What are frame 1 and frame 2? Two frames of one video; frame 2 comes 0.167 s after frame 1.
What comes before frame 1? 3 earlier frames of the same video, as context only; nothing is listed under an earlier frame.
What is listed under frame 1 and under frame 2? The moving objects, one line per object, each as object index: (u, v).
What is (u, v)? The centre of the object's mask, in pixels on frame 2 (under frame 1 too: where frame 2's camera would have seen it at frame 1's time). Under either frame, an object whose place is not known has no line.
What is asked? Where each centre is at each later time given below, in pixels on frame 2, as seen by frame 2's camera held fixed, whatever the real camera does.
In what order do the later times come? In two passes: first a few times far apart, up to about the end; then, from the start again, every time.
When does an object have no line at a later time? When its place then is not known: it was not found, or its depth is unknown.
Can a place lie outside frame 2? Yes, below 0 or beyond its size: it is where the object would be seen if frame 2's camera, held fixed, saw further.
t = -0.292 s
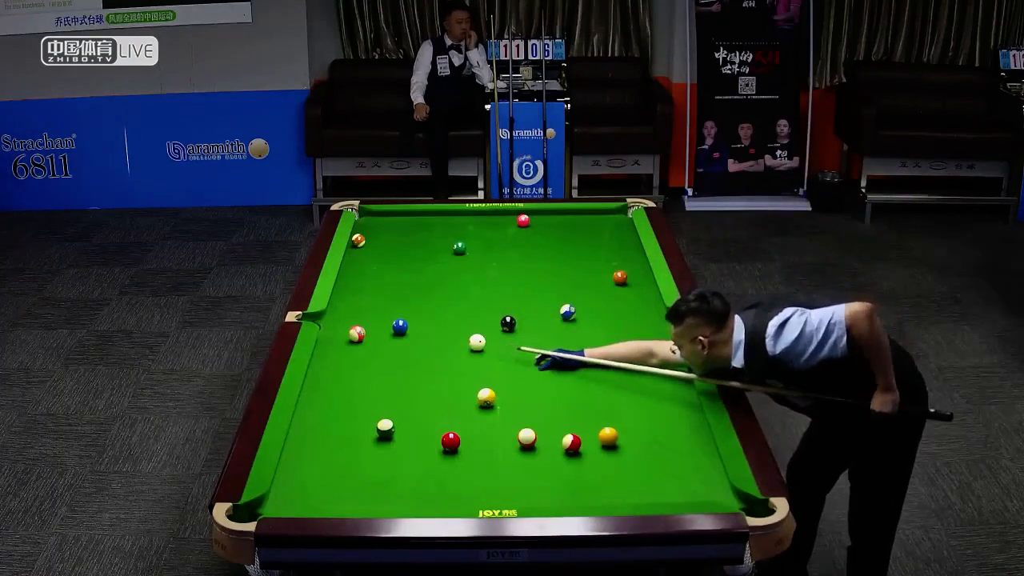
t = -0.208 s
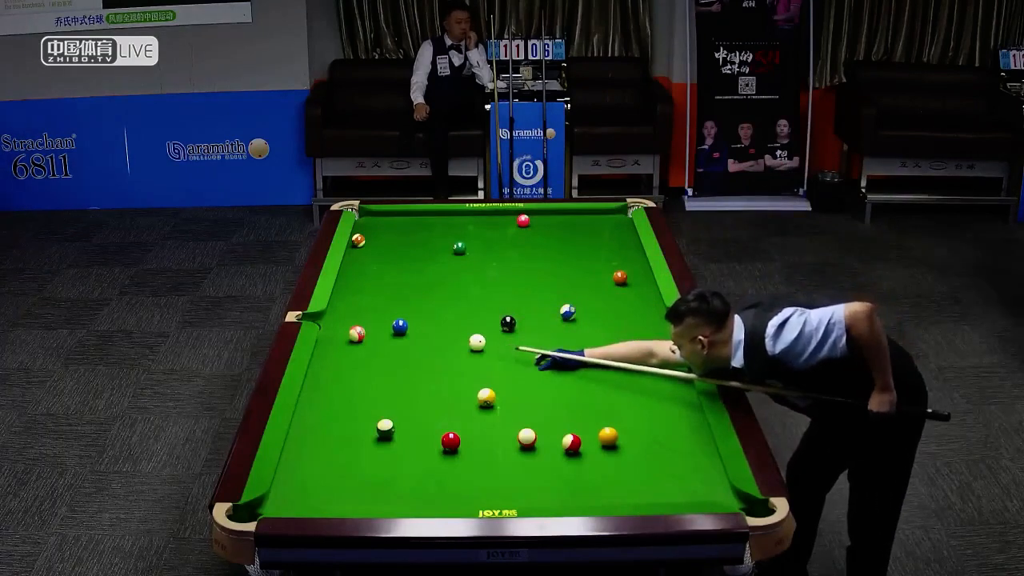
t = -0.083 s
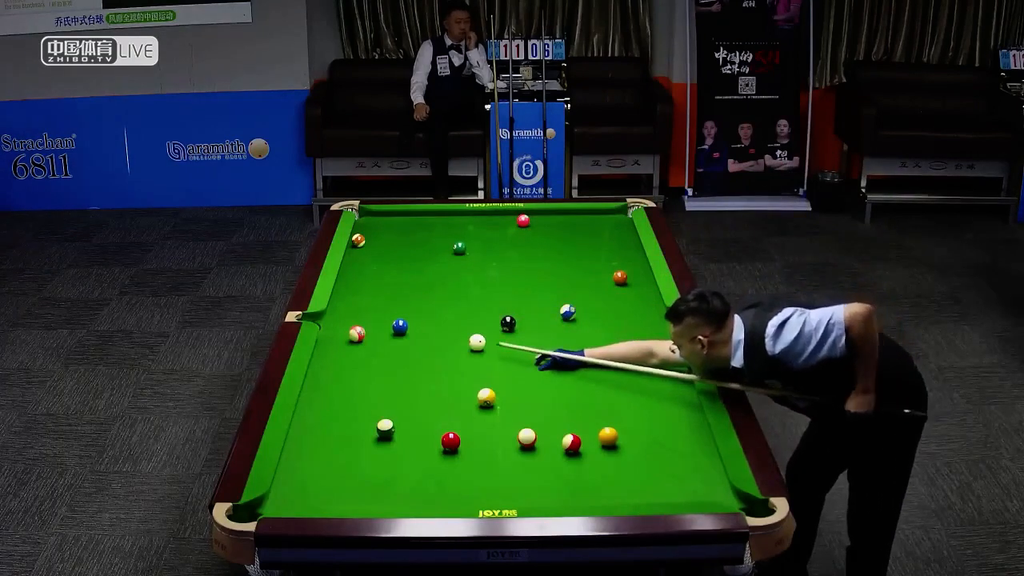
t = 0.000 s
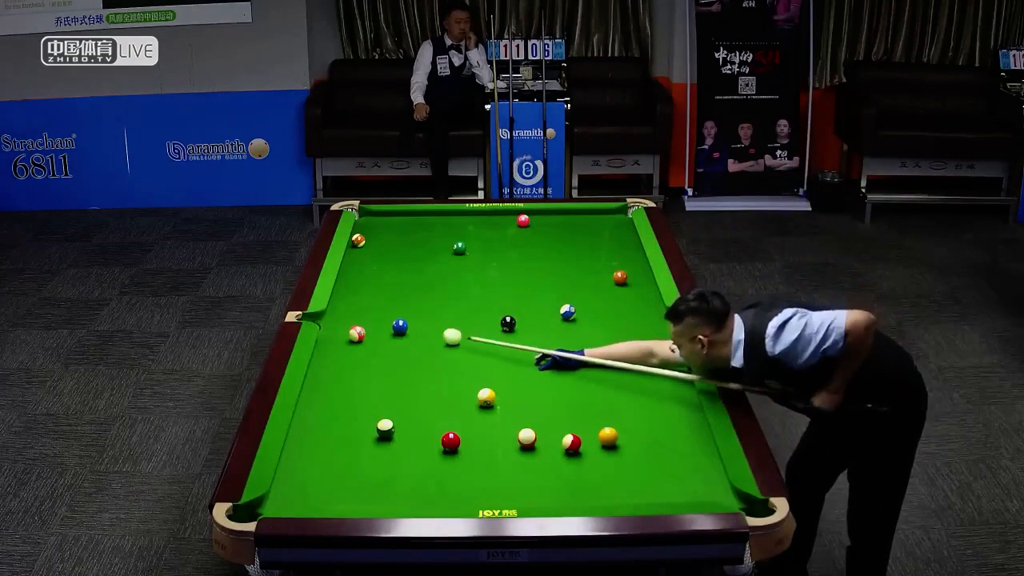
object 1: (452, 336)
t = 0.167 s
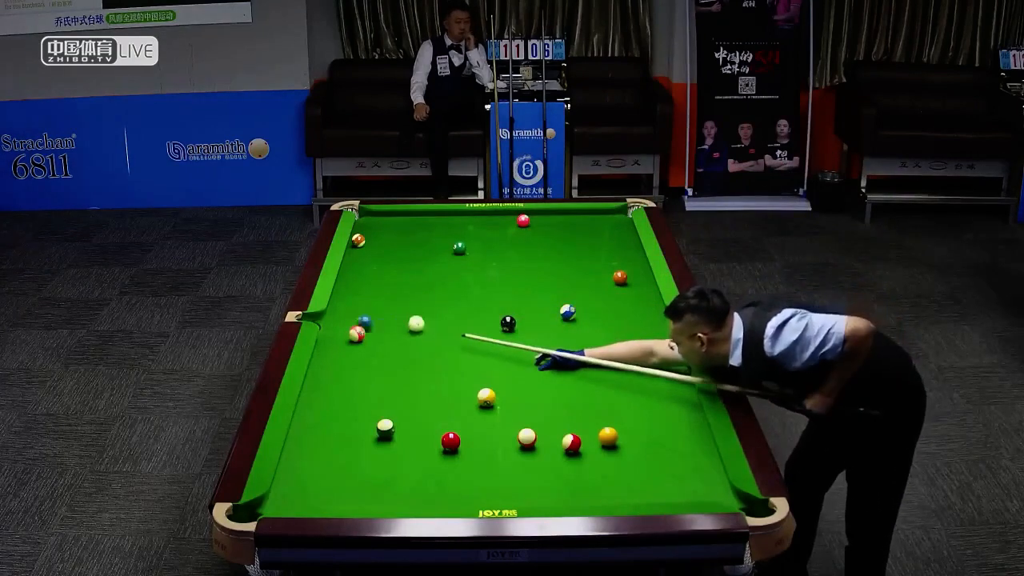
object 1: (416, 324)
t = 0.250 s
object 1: (413, 319)
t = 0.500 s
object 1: (394, 305)
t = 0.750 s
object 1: (377, 292)
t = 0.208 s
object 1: (415, 321)
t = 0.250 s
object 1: (413, 319)
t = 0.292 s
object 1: (410, 317)
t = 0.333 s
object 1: (407, 314)
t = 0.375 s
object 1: (404, 312)
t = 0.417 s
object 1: (400, 309)
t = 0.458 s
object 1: (397, 307)
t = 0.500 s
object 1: (394, 305)
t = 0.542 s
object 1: (391, 303)
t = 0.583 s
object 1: (388, 300)
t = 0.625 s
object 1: (386, 298)
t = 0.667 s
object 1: (383, 296)
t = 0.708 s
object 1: (380, 294)
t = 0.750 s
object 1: (377, 292)
